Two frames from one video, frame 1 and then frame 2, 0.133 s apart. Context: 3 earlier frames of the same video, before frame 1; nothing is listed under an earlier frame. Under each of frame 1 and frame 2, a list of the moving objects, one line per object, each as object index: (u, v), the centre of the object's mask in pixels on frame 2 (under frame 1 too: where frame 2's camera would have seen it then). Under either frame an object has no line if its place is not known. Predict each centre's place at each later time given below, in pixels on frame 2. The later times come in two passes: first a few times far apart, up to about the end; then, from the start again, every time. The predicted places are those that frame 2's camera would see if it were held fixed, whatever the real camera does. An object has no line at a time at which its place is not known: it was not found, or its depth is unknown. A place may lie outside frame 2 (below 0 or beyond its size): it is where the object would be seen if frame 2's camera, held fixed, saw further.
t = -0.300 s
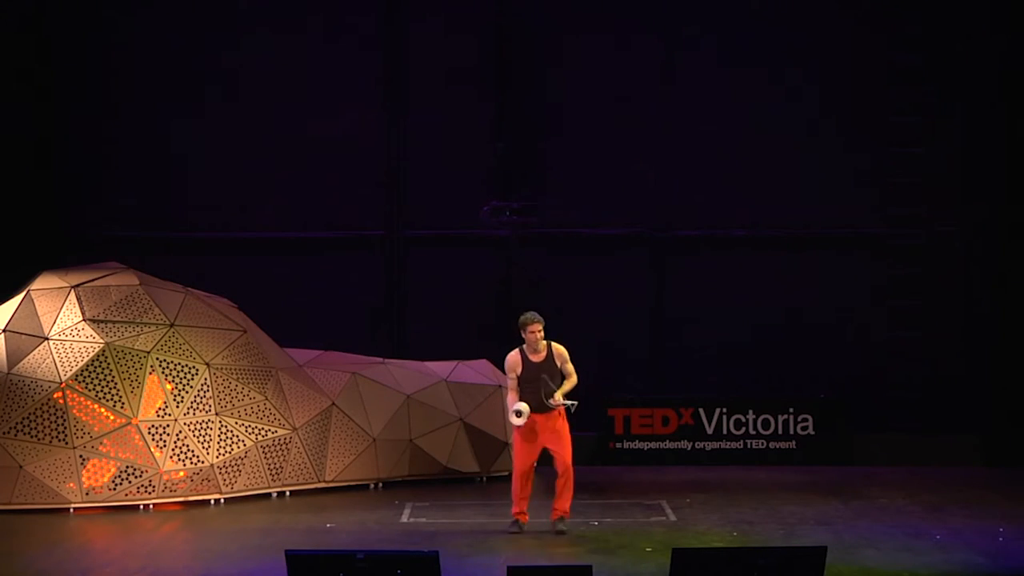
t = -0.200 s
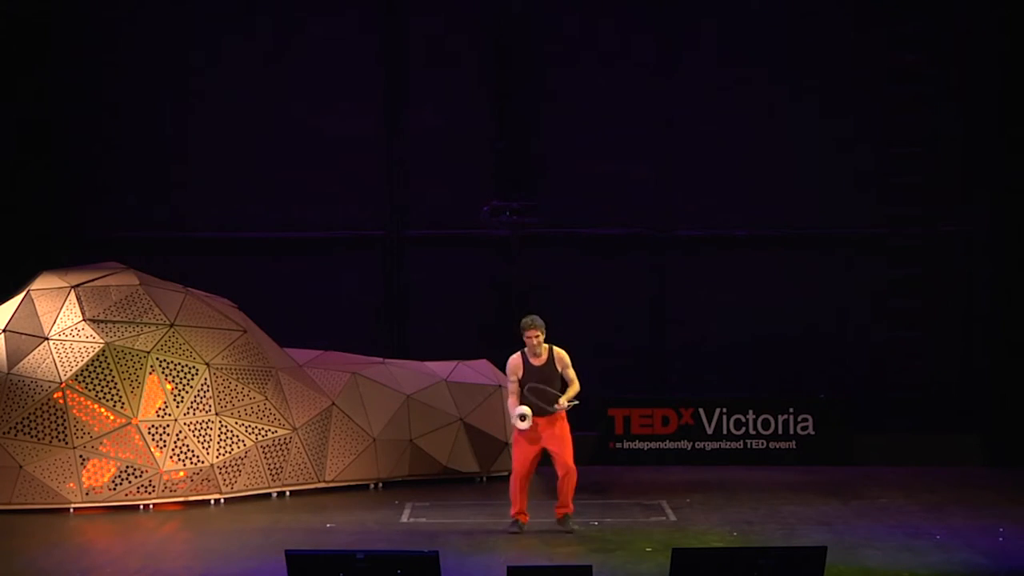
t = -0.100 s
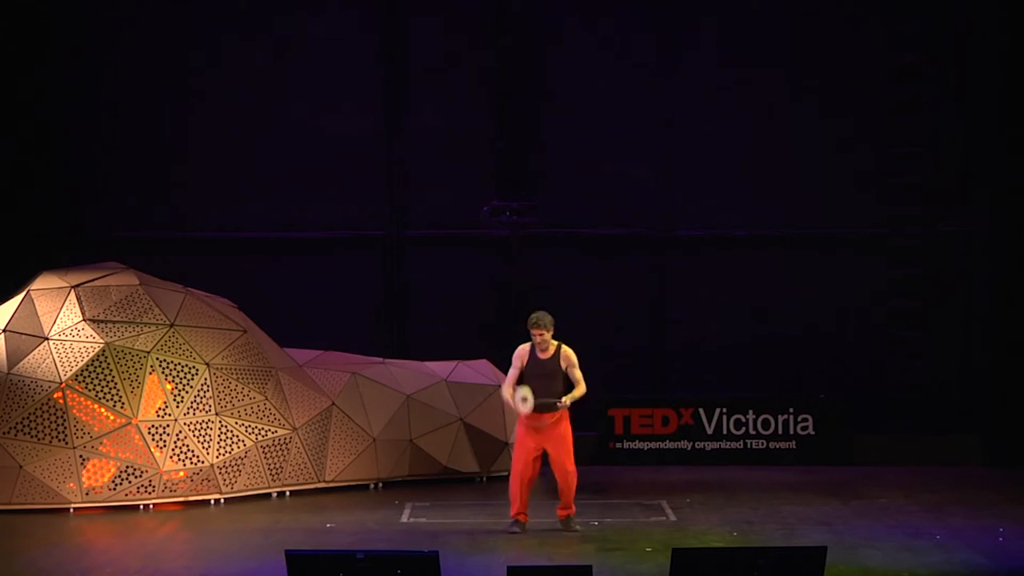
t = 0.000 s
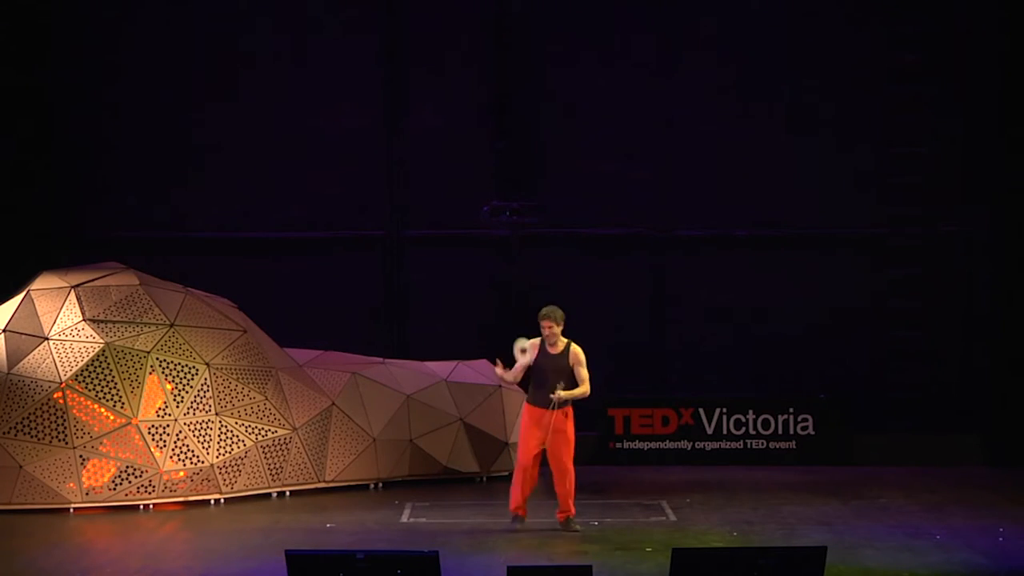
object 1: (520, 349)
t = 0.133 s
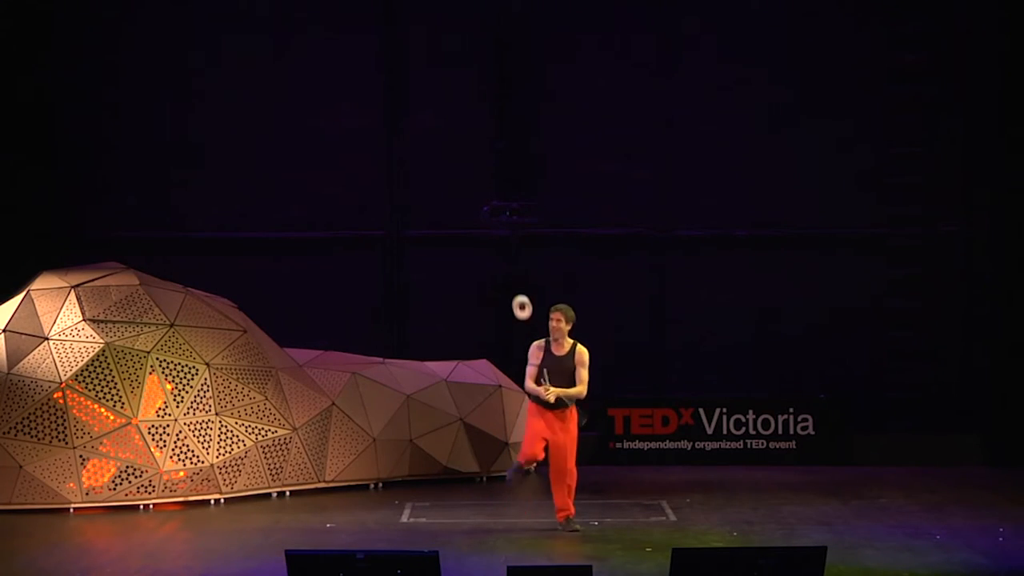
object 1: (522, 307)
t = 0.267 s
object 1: (521, 286)
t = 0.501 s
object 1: (520, 305)
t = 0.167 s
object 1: (521, 300)
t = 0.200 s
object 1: (521, 294)
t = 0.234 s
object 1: (521, 289)
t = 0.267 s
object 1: (521, 286)
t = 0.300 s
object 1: (521, 284)
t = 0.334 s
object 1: (521, 284)
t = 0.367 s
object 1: (520, 285)
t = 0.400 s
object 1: (520, 288)
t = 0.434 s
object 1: (520, 292)
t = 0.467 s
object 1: (520, 298)
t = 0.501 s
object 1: (520, 305)
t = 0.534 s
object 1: (519, 313)
